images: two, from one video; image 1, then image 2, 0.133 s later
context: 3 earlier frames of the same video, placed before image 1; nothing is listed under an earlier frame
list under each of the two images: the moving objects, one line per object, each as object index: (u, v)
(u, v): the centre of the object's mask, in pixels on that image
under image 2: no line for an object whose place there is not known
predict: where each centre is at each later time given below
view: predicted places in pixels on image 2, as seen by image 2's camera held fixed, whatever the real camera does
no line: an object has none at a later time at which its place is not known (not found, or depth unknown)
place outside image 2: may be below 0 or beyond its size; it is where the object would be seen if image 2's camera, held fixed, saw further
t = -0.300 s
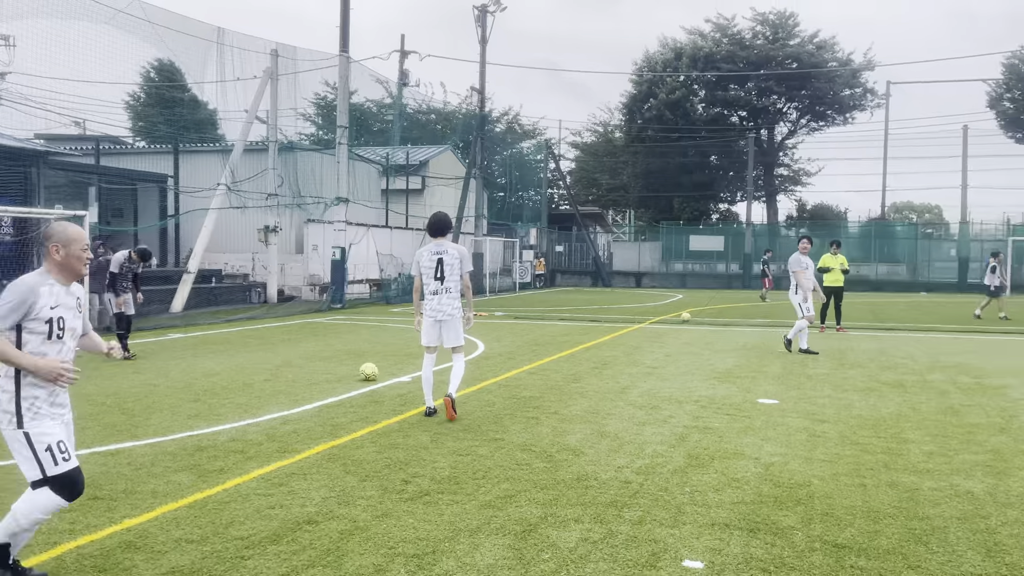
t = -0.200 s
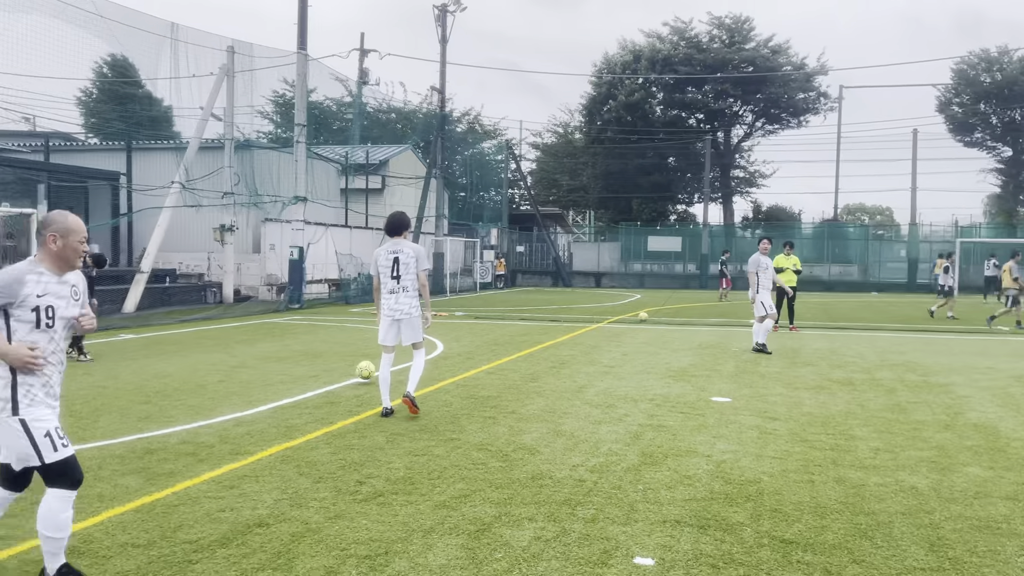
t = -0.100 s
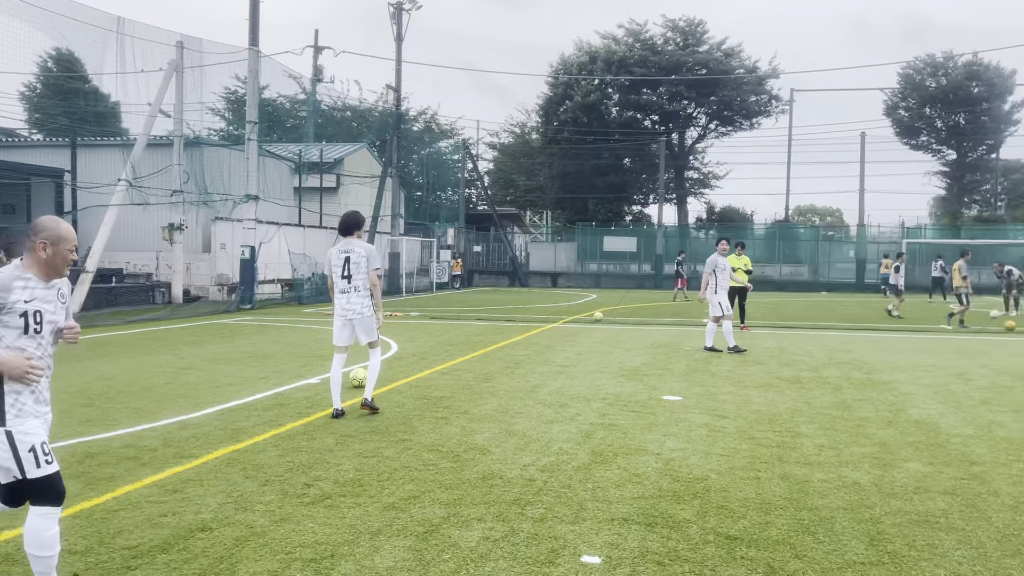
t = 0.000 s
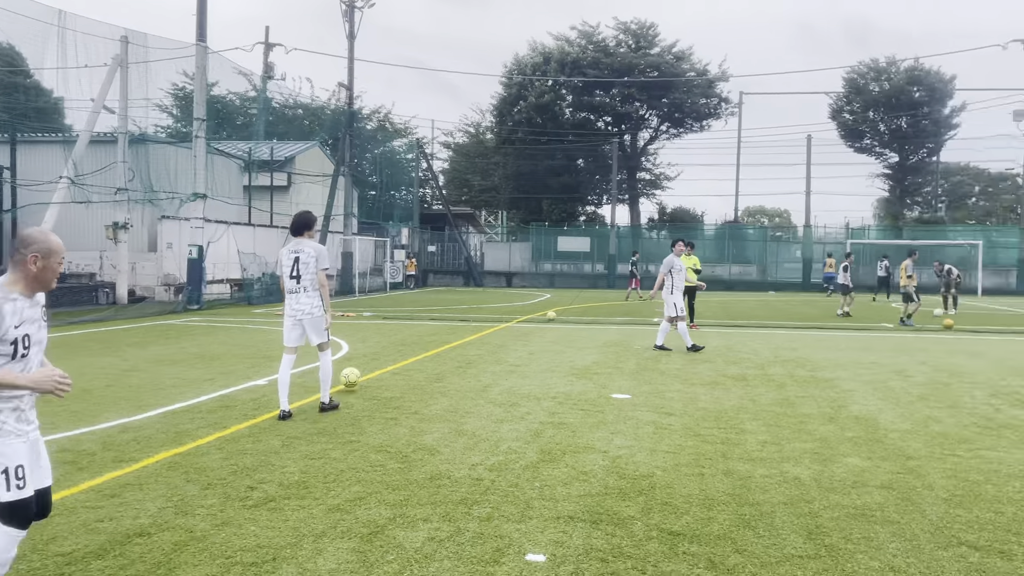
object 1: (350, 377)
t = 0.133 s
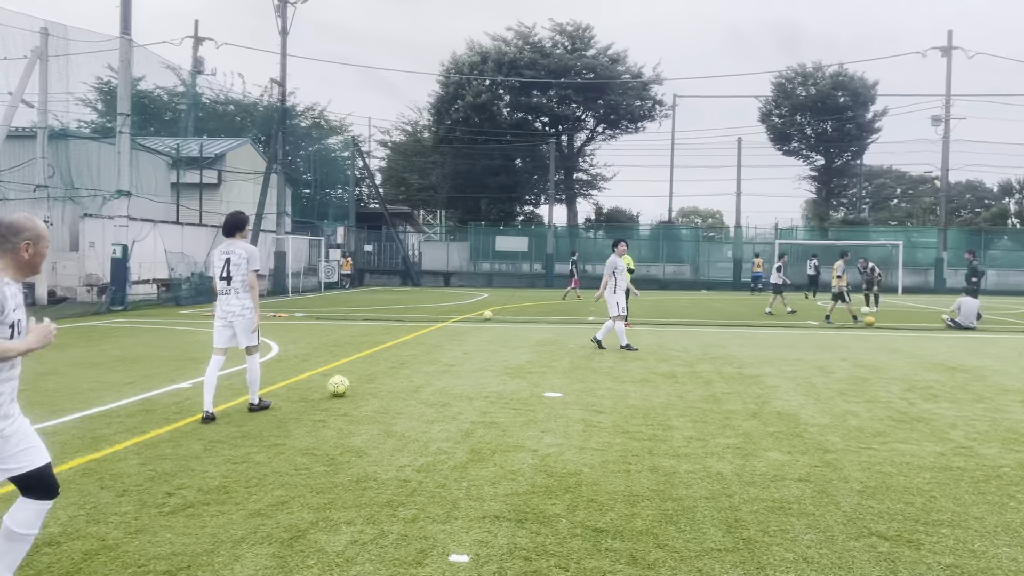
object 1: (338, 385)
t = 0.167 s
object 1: (352, 387)
